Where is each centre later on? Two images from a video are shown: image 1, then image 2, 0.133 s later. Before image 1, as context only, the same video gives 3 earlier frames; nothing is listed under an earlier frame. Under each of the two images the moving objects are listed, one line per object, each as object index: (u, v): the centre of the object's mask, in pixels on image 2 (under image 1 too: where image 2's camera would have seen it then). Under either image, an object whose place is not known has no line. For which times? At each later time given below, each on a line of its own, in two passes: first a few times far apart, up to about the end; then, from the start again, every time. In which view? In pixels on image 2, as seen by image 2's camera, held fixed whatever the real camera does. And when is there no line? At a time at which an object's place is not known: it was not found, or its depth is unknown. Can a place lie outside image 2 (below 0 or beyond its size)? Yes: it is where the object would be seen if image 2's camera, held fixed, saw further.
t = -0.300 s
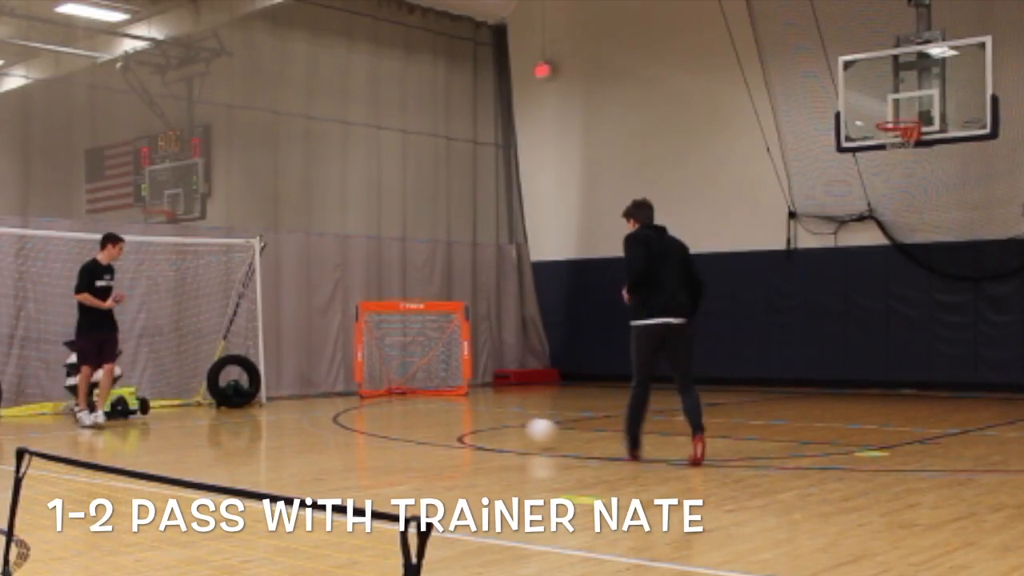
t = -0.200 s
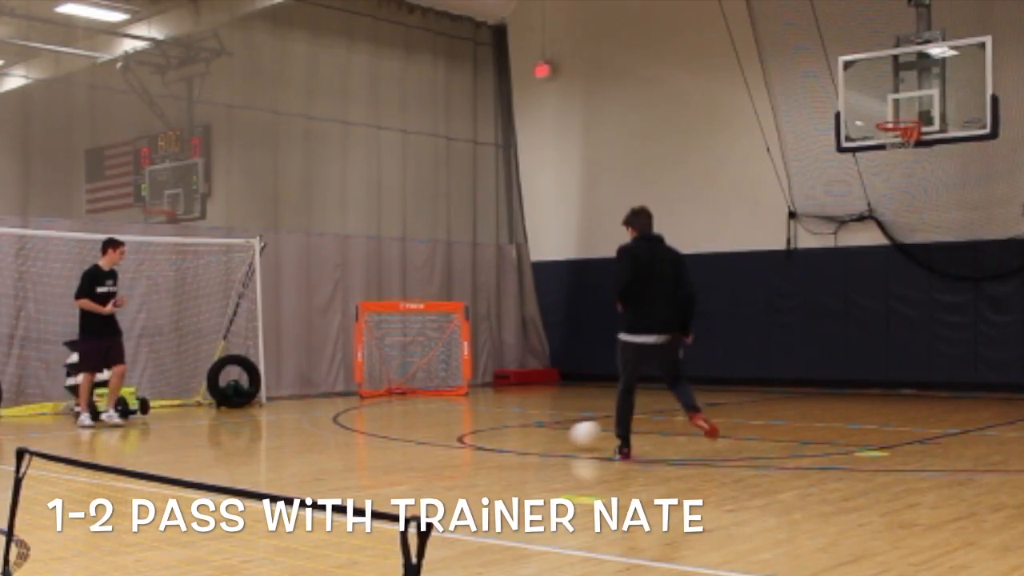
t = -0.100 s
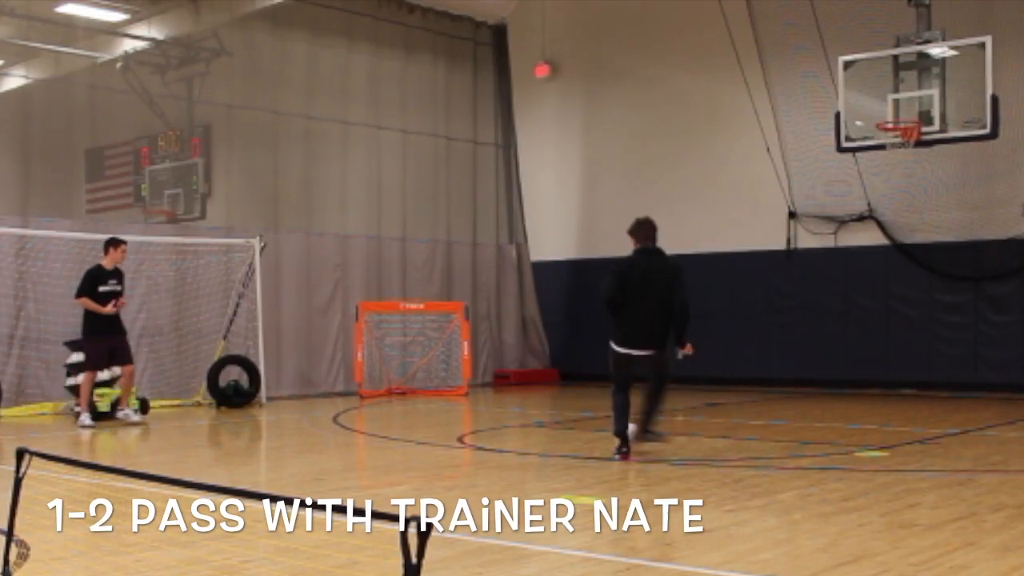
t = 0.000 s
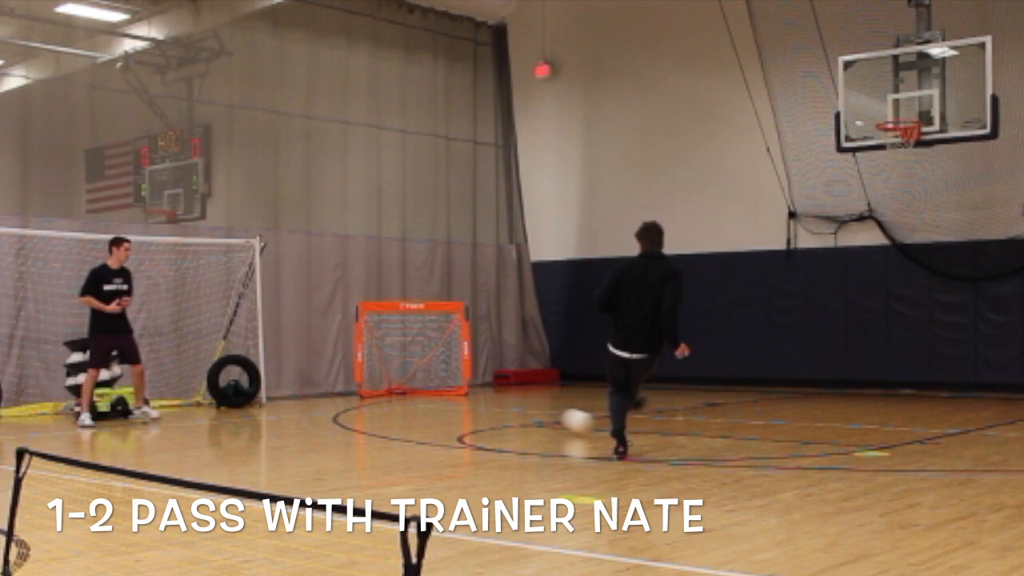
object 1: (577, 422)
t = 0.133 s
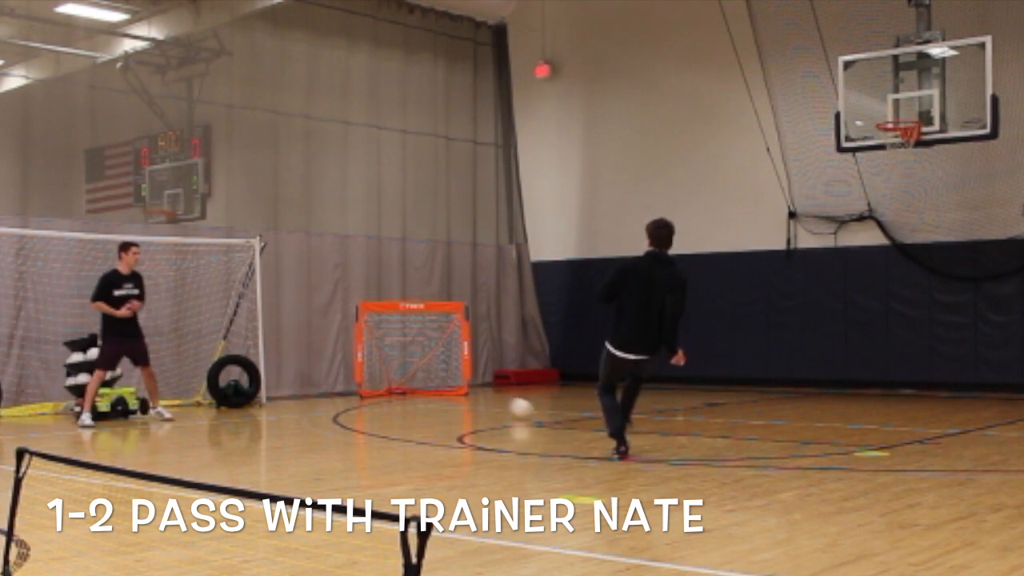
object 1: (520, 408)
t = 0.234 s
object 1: (492, 399)
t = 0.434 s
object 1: (451, 390)
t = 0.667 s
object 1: (417, 365)
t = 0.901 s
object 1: (381, 368)
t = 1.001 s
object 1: (370, 381)
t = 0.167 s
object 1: (510, 404)
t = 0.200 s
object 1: (501, 400)
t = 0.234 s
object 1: (492, 399)
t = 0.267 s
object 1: (483, 399)
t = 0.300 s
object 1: (476, 398)
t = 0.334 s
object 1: (470, 395)
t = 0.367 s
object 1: (463, 391)
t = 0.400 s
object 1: (457, 390)
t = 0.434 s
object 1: (451, 390)
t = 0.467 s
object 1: (446, 389)
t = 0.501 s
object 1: (441, 386)
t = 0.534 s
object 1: (436, 382)
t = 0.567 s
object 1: (432, 378)
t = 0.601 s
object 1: (427, 373)
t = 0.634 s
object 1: (423, 369)
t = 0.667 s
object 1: (417, 365)
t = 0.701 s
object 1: (412, 364)
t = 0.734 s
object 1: (406, 362)
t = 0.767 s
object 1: (401, 362)
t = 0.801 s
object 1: (395, 362)
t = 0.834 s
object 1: (391, 363)
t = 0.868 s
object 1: (385, 365)
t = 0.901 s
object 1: (381, 368)
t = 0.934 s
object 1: (376, 372)
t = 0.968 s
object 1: (372, 377)
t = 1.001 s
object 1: (370, 381)
